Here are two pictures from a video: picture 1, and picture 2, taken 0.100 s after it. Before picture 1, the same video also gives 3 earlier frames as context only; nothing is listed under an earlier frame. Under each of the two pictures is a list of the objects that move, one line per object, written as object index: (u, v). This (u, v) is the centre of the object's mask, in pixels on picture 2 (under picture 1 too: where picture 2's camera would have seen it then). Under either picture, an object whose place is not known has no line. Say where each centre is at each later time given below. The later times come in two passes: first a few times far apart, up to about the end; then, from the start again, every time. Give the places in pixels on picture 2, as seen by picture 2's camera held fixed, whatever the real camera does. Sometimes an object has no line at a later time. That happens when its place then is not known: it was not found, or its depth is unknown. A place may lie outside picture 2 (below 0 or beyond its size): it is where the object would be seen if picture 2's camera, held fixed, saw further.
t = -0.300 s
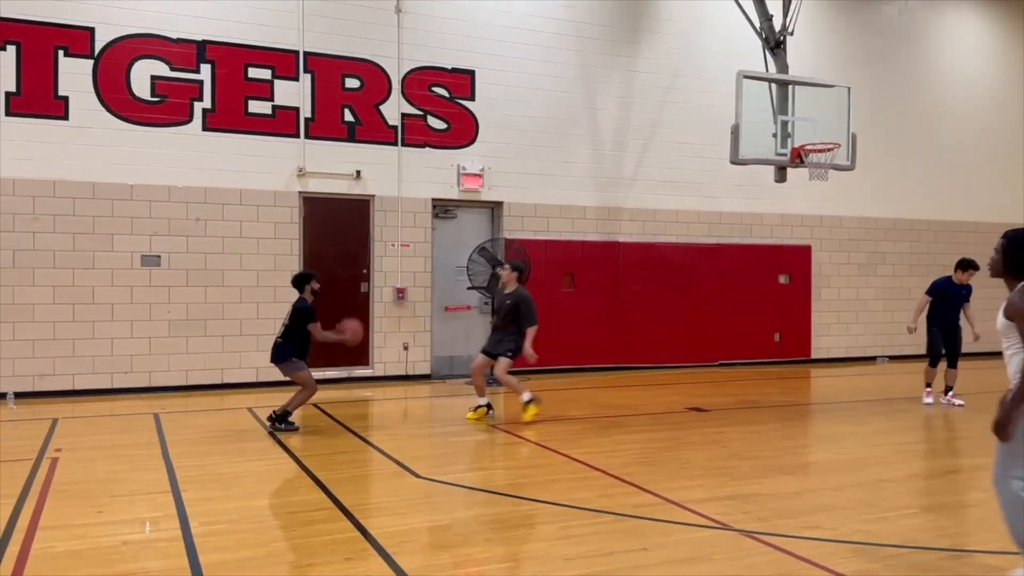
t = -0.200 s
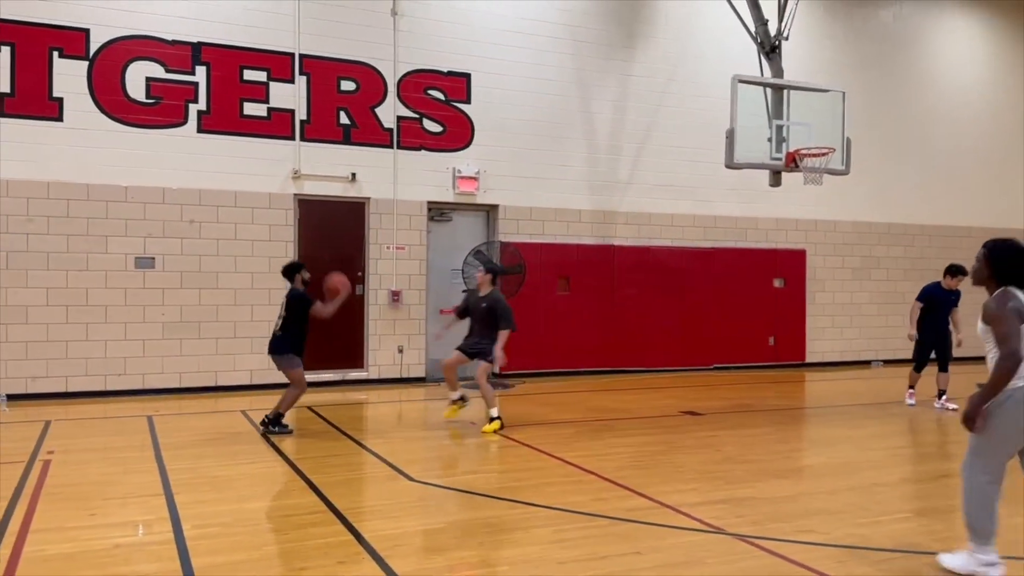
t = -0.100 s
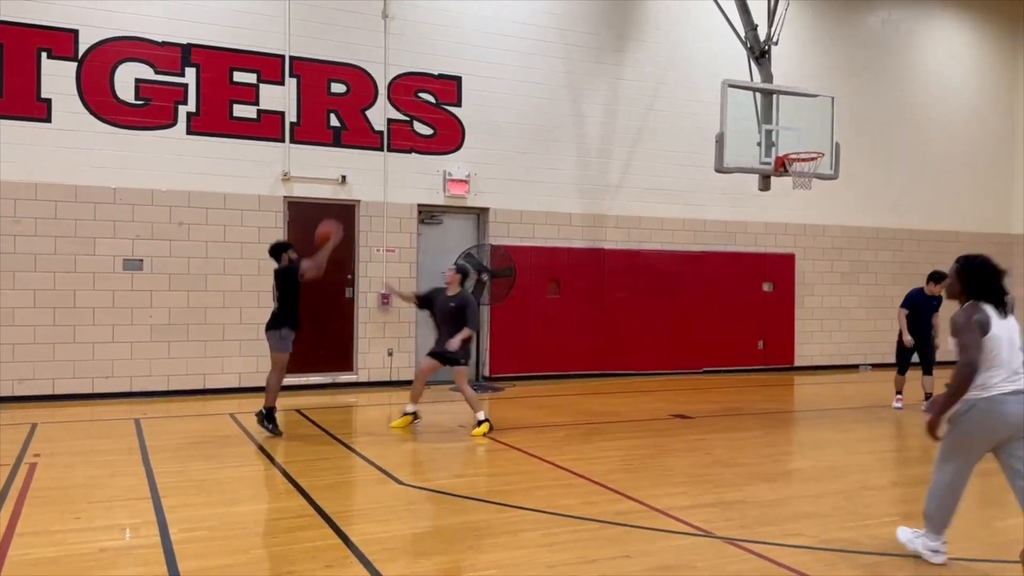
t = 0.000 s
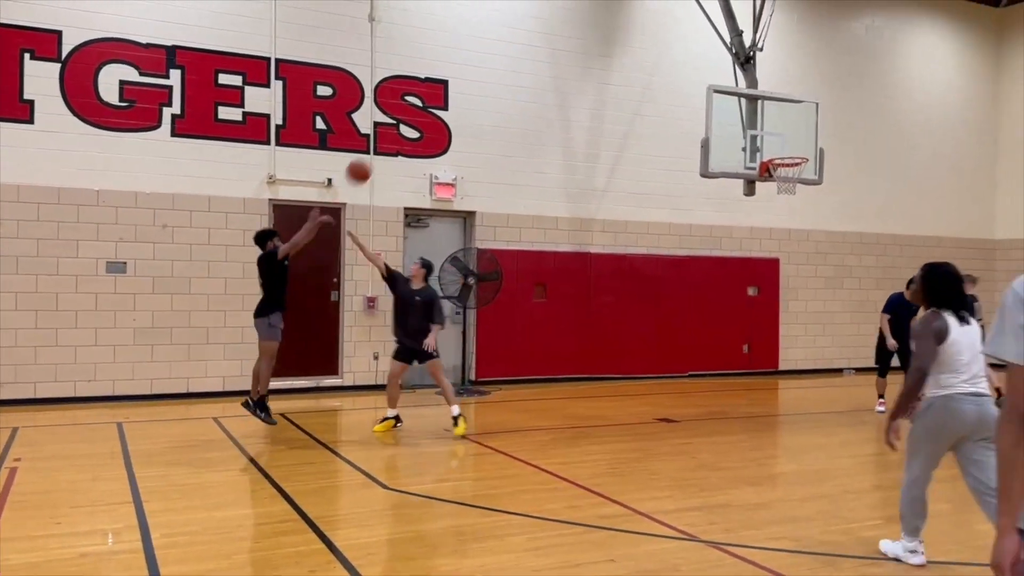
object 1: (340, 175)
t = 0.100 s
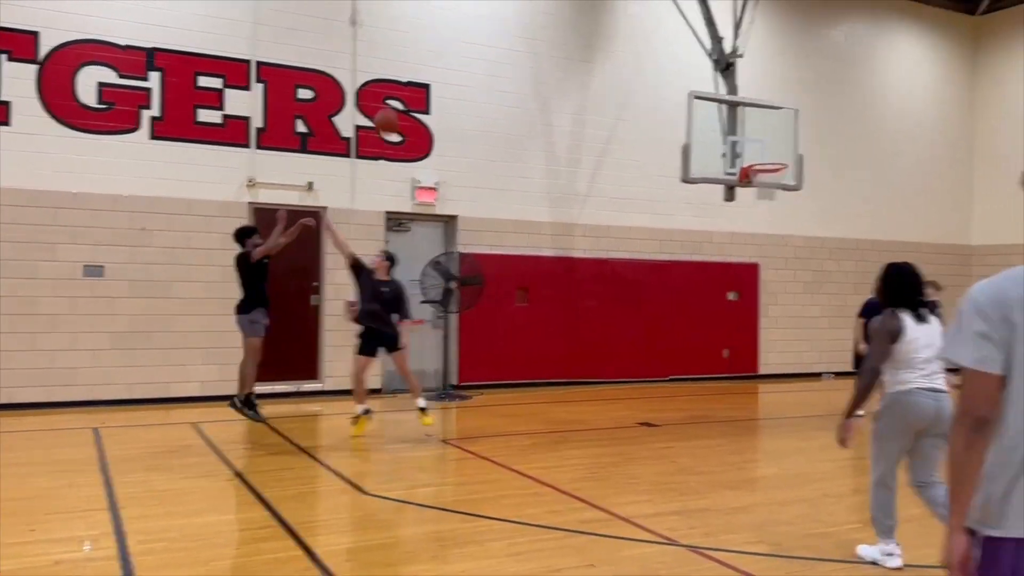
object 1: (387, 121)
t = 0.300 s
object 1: (470, 51)
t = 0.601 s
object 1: (580, 23)
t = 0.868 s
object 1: (664, 63)
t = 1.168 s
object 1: (740, 157)
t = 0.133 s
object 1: (401, 106)
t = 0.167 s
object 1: (415, 95)
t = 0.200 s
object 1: (429, 81)
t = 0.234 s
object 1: (443, 70)
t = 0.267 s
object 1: (457, 60)
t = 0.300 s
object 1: (470, 51)
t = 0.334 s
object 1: (483, 44)
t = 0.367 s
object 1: (496, 37)
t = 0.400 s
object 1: (509, 32)
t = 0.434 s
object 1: (522, 28)
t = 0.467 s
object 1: (534, 25)
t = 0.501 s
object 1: (546, 23)
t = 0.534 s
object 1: (558, 22)
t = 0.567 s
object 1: (569, 22)
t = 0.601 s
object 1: (580, 23)
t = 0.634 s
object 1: (591, 26)
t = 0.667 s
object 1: (602, 28)
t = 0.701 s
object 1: (612, 32)
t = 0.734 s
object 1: (624, 36)
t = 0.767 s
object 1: (634, 41)
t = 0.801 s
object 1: (644, 48)
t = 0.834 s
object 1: (654, 55)
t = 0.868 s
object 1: (664, 63)
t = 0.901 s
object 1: (674, 72)
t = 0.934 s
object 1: (683, 81)
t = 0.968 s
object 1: (693, 91)
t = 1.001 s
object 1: (702, 102)
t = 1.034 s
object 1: (711, 114)
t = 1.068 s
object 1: (720, 127)
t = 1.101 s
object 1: (729, 139)
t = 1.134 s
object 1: (738, 153)
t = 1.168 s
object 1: (740, 157)
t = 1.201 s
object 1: (732, 148)
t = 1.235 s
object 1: (729, 139)
